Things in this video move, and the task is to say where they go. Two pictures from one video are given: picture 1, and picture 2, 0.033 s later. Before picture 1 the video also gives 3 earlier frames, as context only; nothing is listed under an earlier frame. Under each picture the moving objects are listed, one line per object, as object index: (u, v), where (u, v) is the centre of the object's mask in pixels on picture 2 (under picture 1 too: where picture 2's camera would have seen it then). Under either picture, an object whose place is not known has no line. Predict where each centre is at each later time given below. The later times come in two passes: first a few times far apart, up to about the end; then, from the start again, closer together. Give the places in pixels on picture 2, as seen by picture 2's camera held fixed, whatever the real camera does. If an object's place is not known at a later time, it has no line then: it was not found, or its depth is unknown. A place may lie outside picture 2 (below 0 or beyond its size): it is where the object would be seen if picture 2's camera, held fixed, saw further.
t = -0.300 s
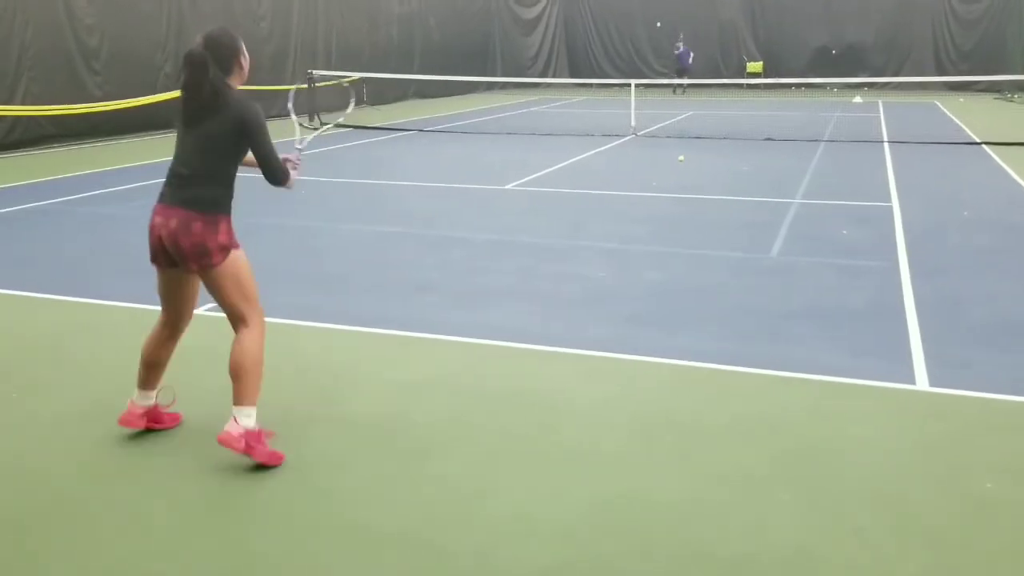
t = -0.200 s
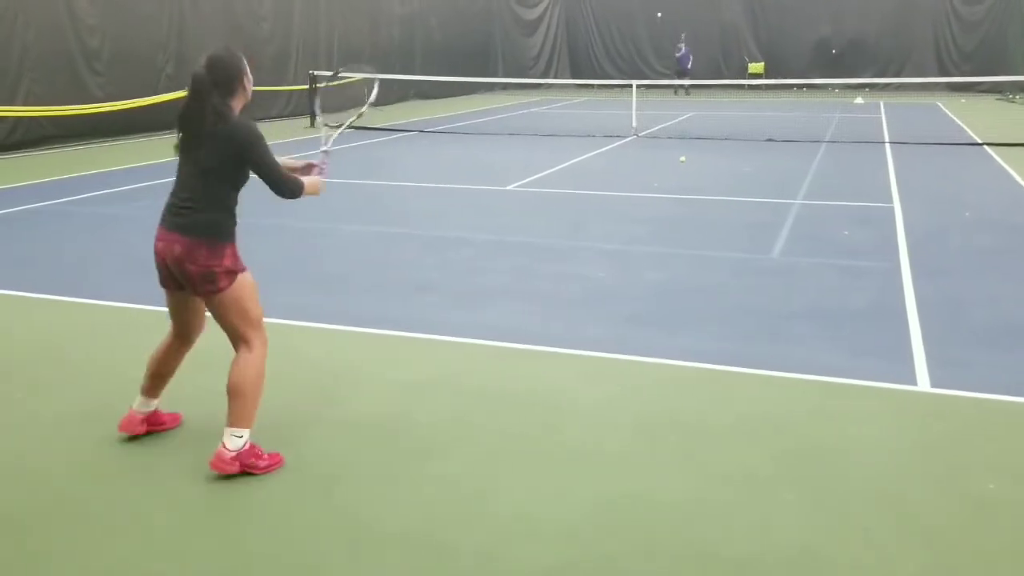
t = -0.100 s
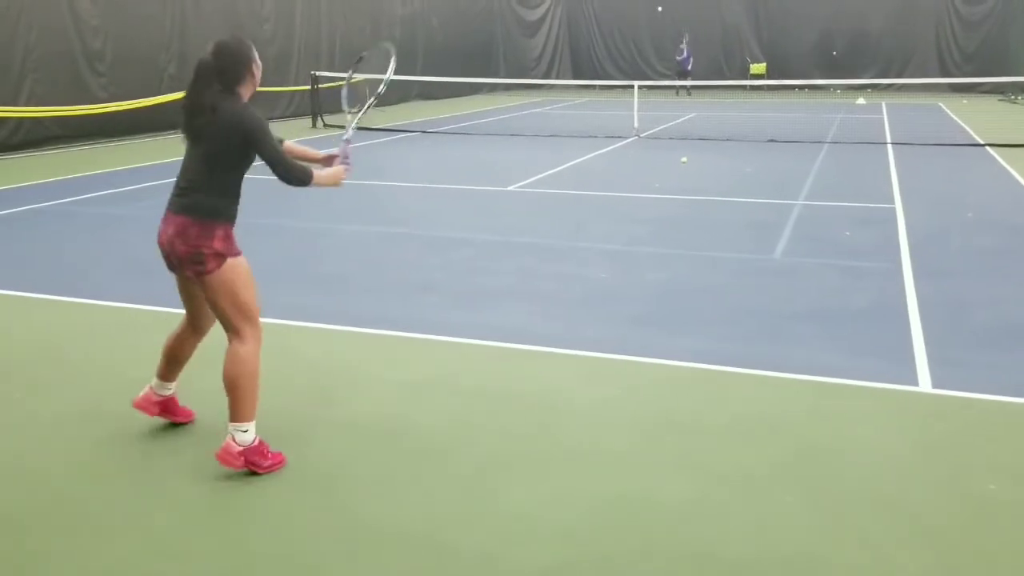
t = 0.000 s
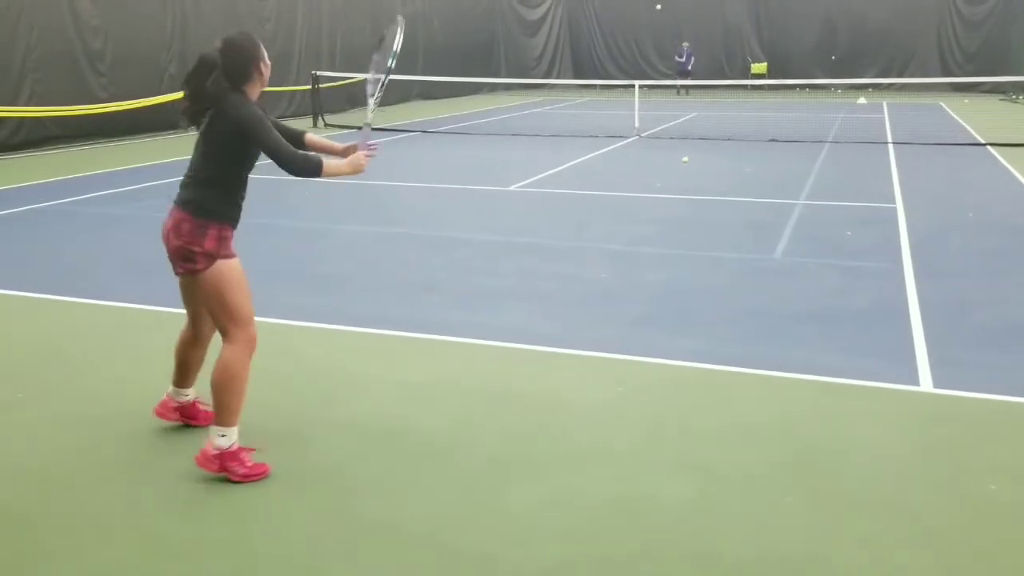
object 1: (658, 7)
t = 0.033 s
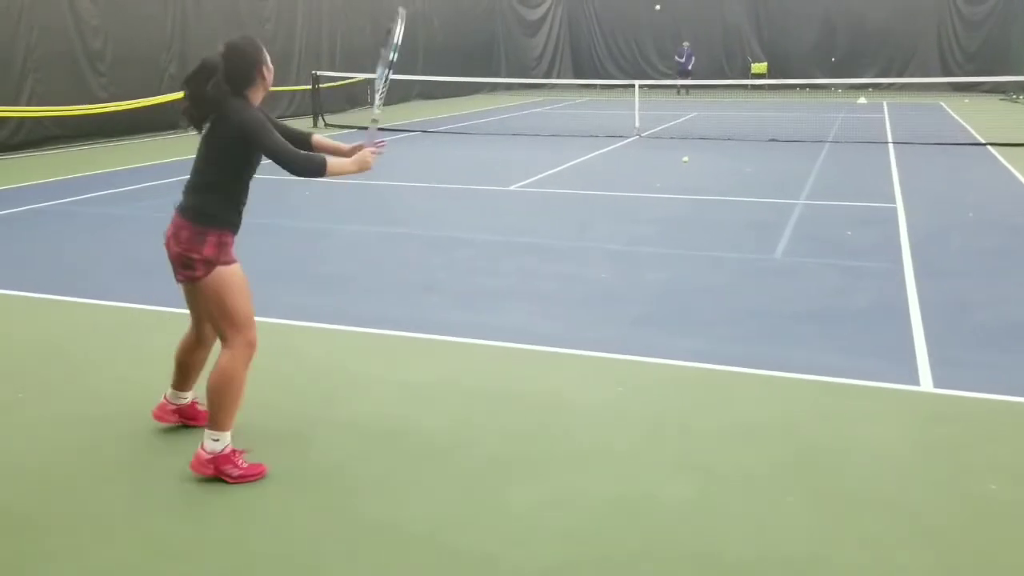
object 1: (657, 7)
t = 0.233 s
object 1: (648, 33)
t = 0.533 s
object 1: (618, 192)
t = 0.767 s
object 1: (599, 164)
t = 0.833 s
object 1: (592, 141)
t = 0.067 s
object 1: (656, 8)
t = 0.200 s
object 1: (650, 25)
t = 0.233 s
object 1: (648, 33)
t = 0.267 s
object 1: (646, 41)
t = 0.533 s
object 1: (618, 192)
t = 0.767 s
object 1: (599, 164)
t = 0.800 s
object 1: (596, 153)
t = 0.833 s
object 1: (592, 141)
